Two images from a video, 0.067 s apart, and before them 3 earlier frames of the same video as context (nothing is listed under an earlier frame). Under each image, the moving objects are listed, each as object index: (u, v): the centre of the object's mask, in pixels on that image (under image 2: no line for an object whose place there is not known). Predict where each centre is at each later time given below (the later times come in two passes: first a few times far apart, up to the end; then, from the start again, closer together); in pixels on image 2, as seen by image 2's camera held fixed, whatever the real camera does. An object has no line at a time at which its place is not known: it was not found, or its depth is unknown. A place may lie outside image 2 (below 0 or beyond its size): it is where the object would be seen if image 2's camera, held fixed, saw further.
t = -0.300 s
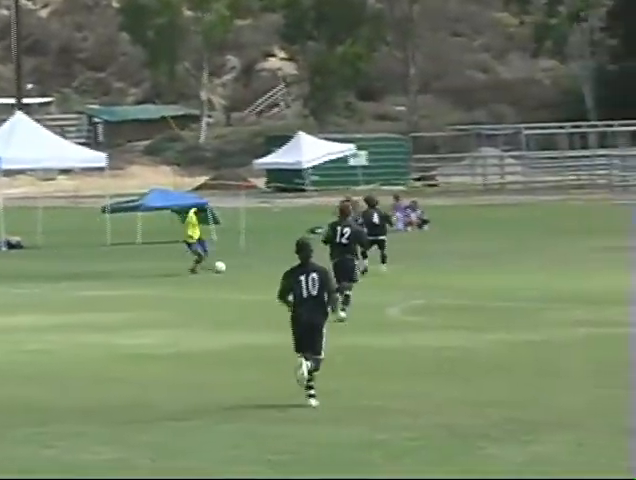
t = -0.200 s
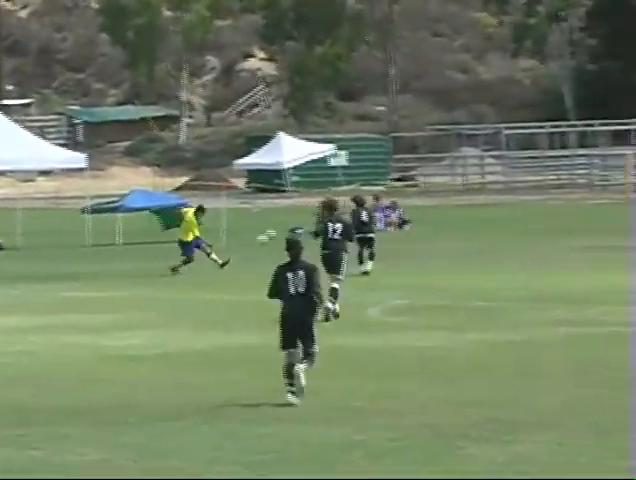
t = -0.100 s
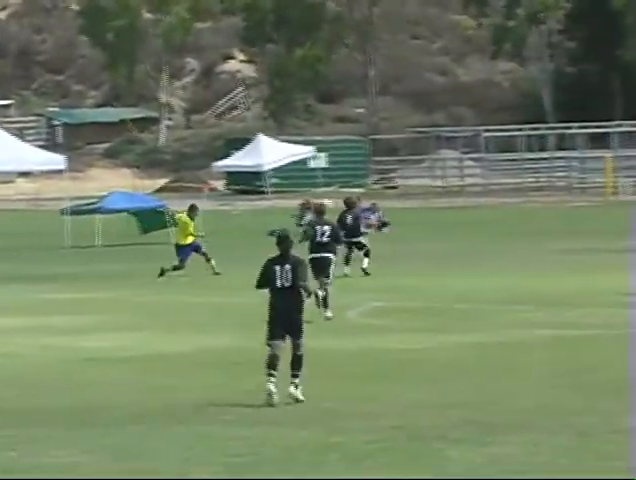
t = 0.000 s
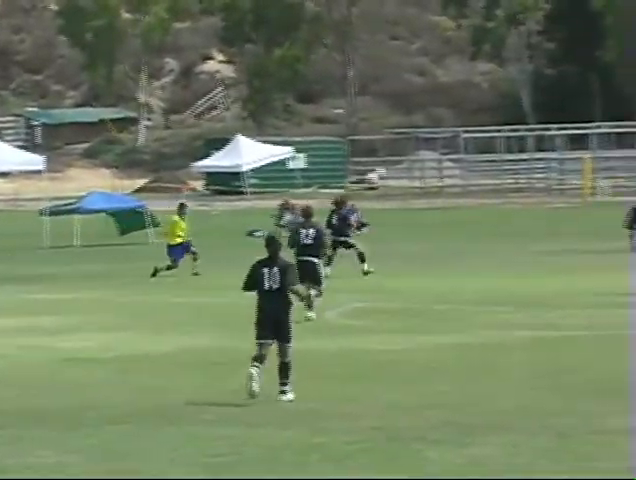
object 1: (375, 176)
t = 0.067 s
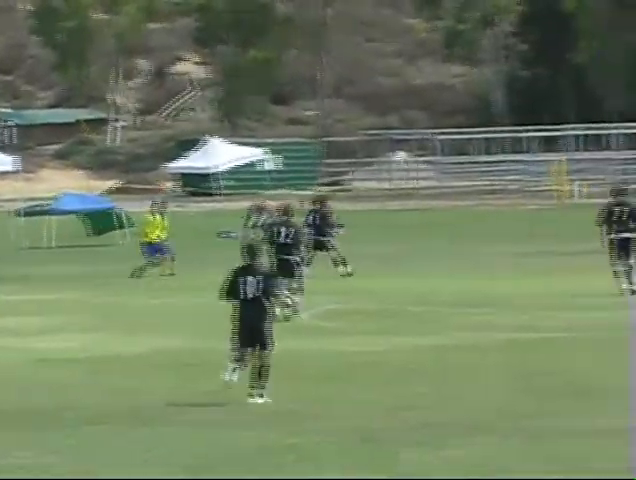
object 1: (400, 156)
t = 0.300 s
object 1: (569, 104)
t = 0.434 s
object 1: (679, 80)
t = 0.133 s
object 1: (445, 140)
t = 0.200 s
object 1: (493, 122)
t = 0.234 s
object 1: (518, 117)
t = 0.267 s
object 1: (544, 110)
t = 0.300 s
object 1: (569, 104)
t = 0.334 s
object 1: (595, 98)
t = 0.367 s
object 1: (623, 92)
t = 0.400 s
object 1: (652, 85)
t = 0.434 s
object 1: (679, 80)
